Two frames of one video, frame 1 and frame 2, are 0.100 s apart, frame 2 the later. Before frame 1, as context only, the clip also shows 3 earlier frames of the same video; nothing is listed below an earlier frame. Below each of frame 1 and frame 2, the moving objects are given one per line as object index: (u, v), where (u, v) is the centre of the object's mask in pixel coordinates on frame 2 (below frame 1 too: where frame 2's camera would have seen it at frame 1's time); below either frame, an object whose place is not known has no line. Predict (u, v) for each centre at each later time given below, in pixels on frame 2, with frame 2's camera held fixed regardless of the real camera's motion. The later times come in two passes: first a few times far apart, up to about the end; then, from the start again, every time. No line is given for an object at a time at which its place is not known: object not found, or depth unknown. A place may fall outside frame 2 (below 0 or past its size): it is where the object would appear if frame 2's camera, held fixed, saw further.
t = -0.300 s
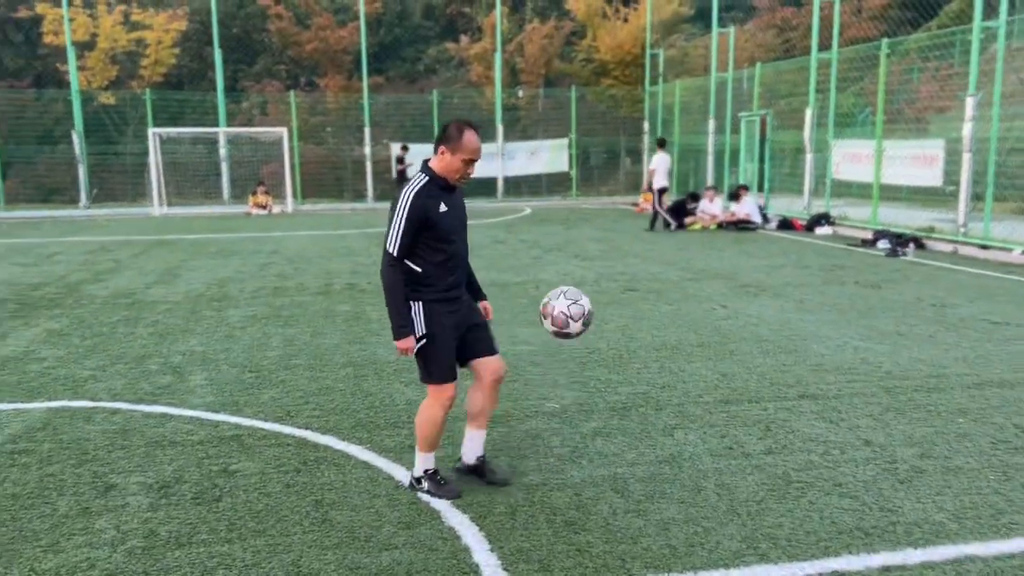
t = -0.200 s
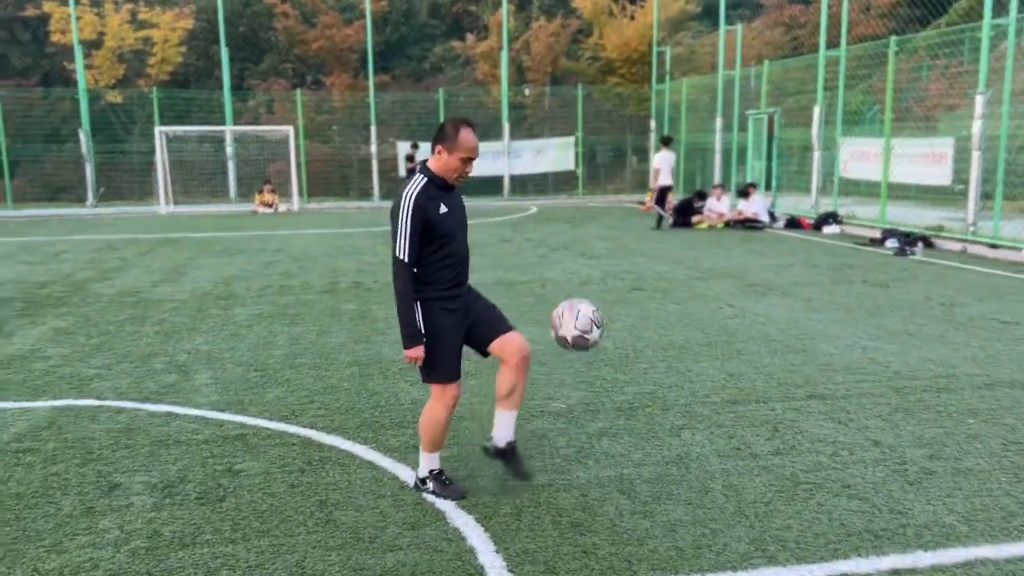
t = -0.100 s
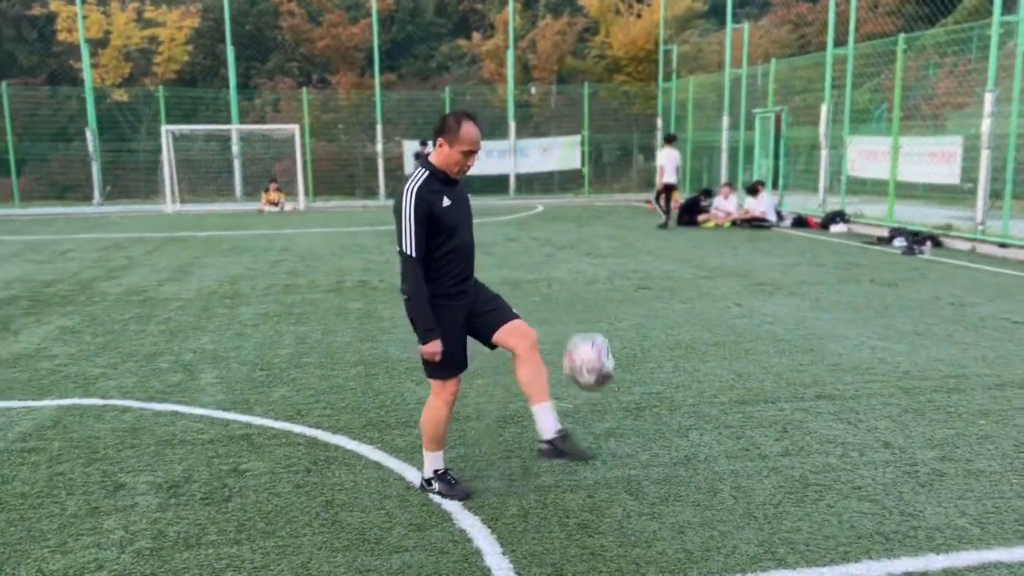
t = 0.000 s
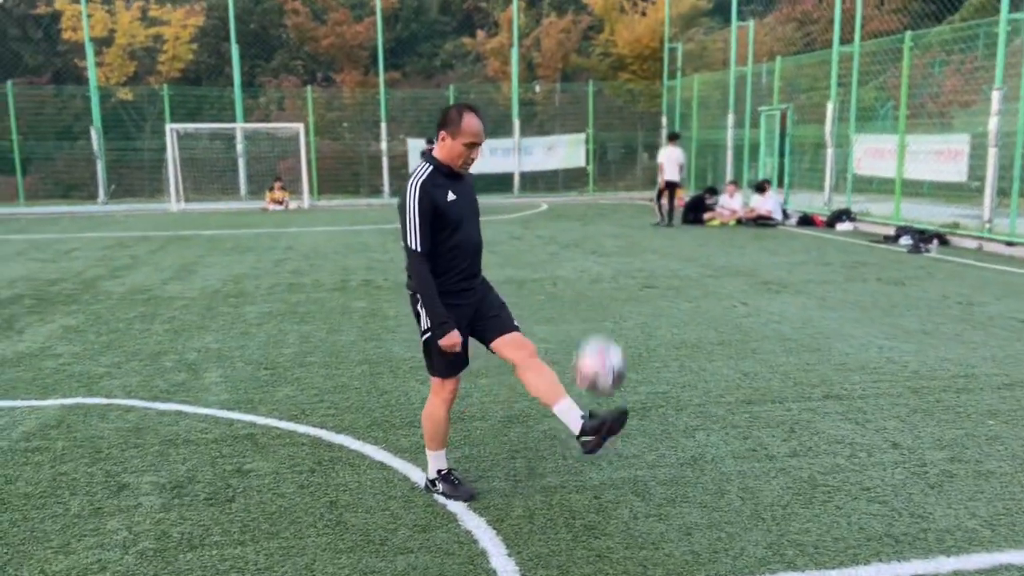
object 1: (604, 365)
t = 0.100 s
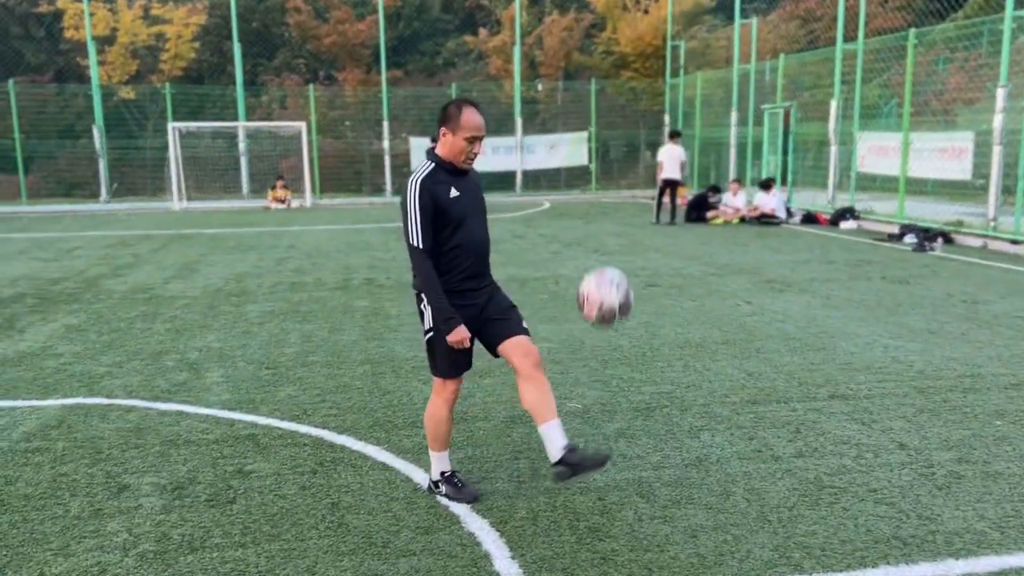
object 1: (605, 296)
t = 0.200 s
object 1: (606, 250)
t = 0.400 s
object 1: (609, 230)
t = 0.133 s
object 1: (605, 278)
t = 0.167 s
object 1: (606, 262)
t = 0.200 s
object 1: (606, 250)
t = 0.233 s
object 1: (607, 240)
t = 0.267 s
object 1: (607, 232)
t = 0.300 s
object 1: (607, 227)
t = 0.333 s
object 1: (608, 226)
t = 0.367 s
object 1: (608, 226)
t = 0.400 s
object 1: (609, 230)
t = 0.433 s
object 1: (609, 236)
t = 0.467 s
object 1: (609, 245)
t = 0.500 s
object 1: (610, 257)
